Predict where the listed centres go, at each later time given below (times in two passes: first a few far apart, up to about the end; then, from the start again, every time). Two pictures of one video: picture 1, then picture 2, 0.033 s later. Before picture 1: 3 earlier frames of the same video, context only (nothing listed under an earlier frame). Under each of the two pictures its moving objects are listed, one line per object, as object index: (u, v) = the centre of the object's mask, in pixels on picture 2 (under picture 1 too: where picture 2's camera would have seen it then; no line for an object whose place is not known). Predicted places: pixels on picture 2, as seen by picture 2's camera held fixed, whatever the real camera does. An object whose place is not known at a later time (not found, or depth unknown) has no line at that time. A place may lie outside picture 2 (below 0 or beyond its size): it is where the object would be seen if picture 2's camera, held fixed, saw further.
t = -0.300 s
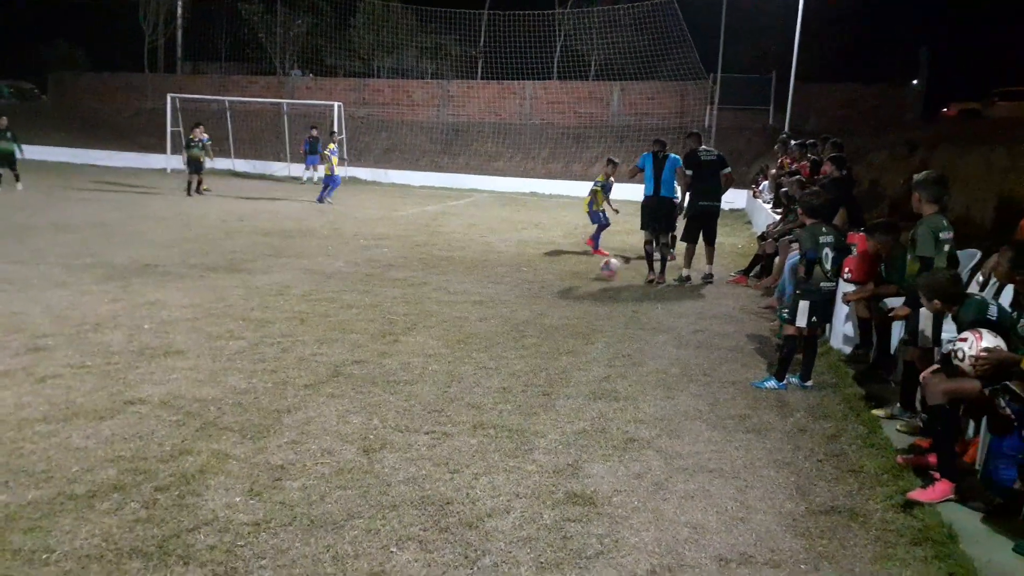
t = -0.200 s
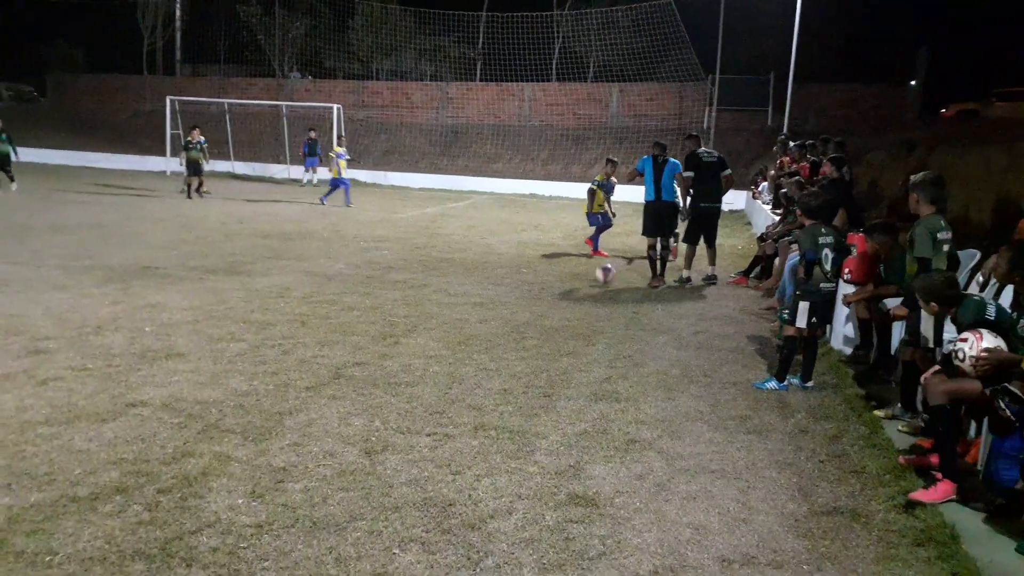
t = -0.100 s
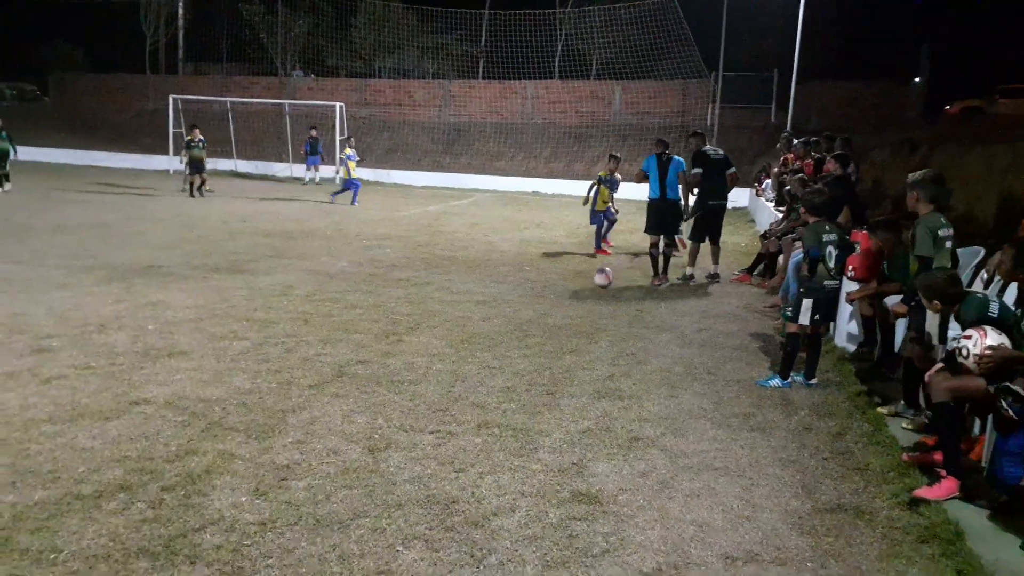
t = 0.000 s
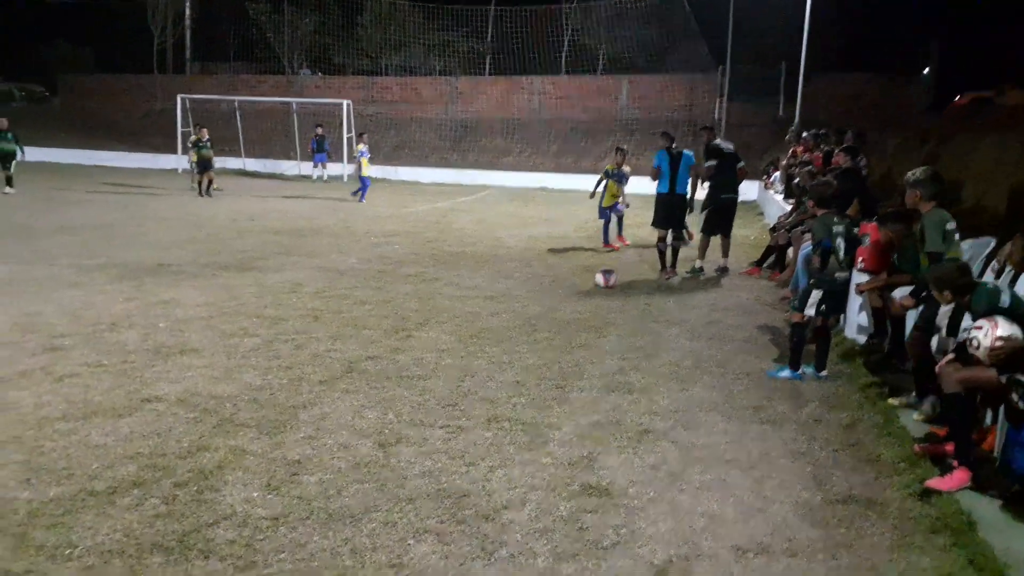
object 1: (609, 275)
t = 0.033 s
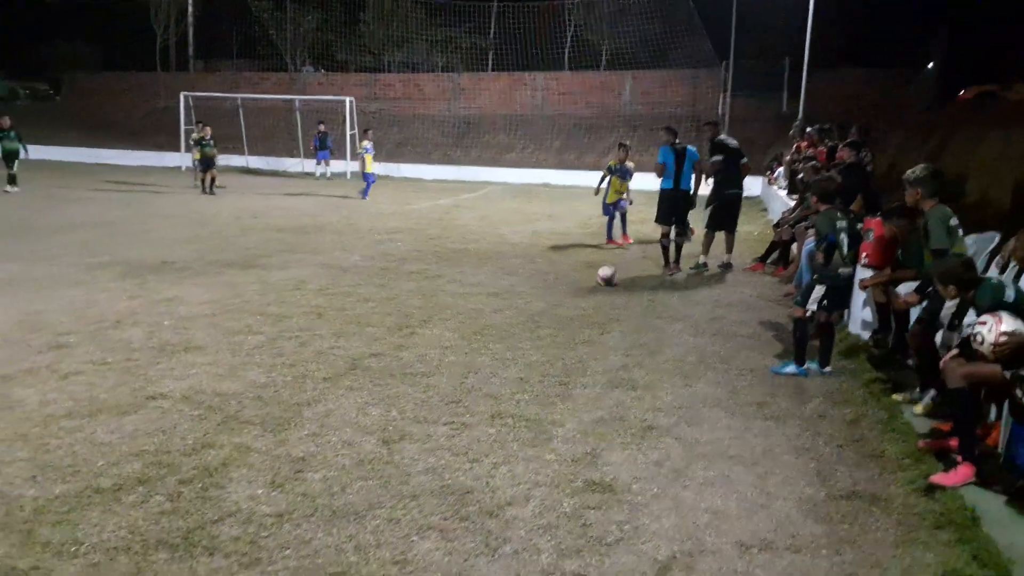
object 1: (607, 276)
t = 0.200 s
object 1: (598, 285)
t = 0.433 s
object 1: (583, 296)
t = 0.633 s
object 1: (572, 313)
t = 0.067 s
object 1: (605, 278)
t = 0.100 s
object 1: (604, 279)
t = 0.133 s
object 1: (602, 280)
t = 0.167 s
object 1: (600, 283)
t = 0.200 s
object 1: (598, 285)
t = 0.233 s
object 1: (596, 287)
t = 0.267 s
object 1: (594, 288)
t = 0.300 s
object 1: (592, 291)
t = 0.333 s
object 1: (589, 293)
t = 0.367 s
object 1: (587, 295)
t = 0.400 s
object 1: (586, 296)
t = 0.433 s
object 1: (583, 296)
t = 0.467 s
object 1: (582, 298)
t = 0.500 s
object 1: (582, 303)
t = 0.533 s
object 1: (579, 305)
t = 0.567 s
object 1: (577, 307)
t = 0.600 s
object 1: (576, 310)
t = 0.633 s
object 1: (572, 313)
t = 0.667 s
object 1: (572, 315)
